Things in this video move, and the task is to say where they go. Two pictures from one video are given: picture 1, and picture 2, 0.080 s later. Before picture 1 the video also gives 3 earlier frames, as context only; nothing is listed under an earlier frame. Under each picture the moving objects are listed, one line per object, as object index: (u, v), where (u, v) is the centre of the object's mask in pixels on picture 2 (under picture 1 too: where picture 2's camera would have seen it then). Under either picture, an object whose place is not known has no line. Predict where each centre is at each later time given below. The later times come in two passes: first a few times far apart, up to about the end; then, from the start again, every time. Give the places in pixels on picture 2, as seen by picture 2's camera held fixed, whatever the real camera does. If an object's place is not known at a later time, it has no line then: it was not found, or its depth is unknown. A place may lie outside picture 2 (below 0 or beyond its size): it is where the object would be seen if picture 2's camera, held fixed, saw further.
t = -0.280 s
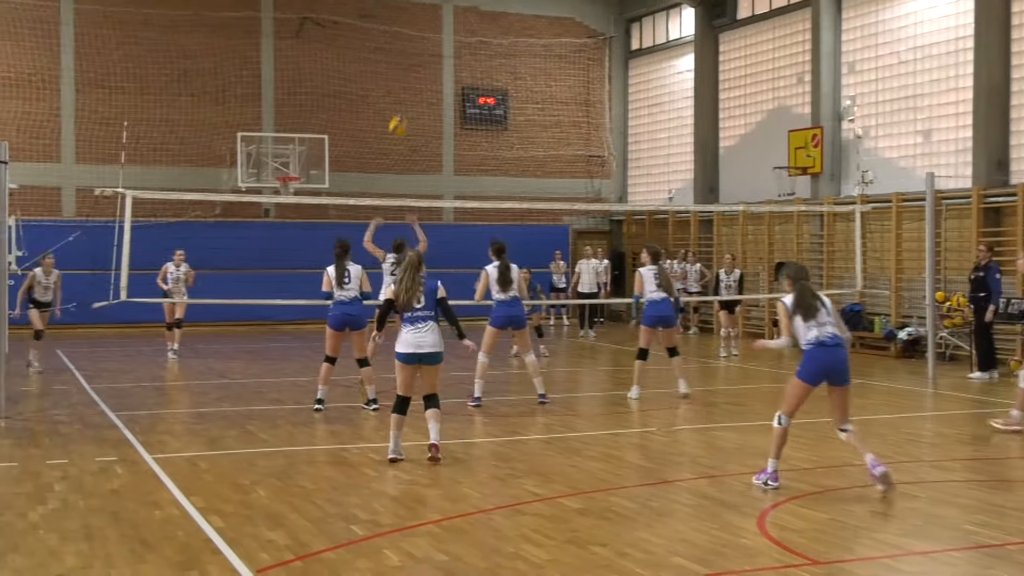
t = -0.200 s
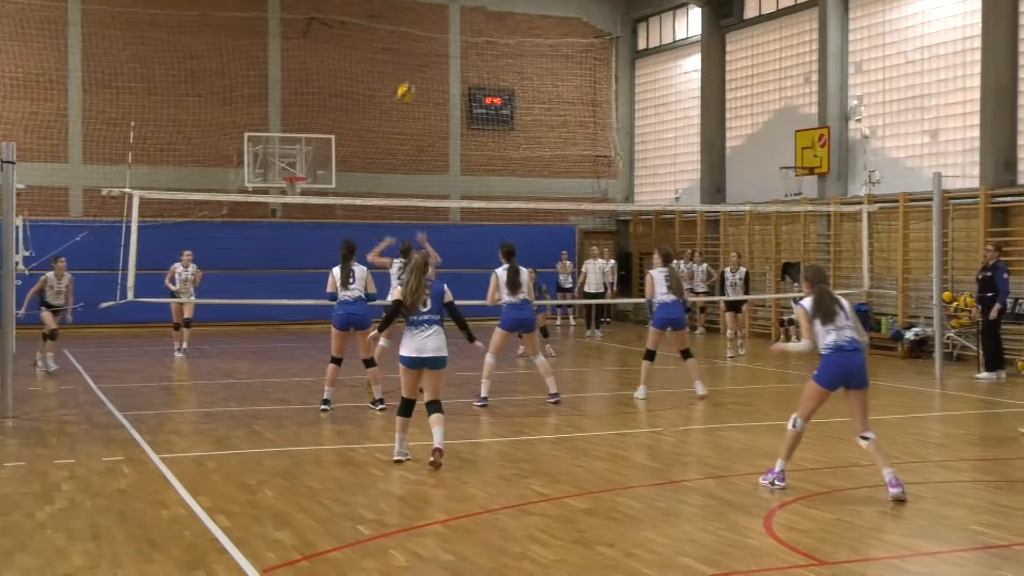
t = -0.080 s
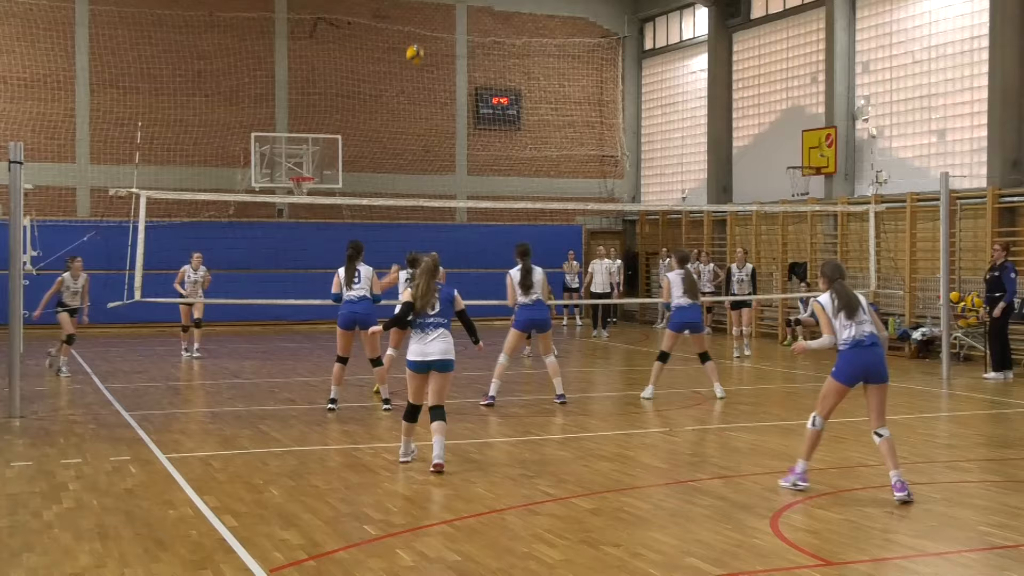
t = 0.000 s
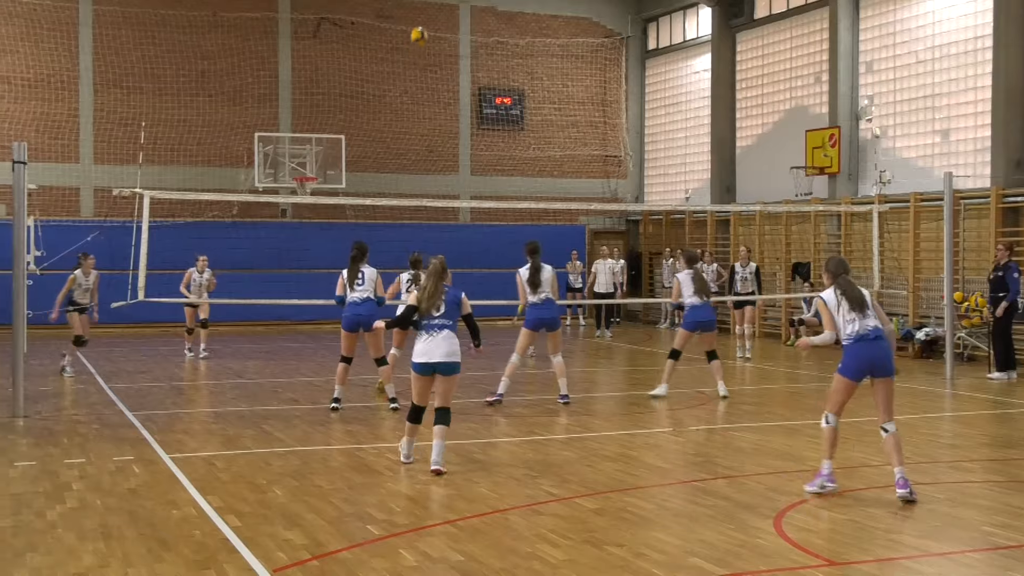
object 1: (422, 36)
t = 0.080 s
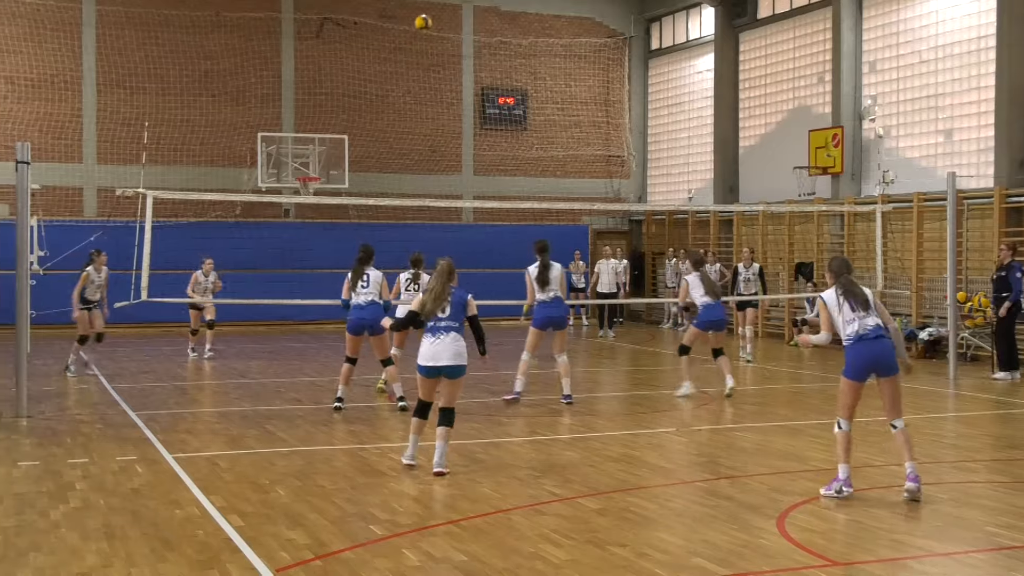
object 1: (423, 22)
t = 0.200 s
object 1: (425, 14)
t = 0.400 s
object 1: (427, 23)
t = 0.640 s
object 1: (429, 70)
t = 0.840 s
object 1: (432, 138)
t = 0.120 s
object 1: (424, 18)
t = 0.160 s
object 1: (424, 15)
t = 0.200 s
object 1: (425, 14)
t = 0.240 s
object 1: (425, 14)
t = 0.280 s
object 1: (426, 14)
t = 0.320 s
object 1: (426, 15)
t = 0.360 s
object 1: (427, 18)
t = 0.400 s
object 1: (427, 23)
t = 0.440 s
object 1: (428, 27)
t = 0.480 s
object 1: (428, 34)
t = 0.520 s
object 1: (428, 42)
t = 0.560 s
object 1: (429, 50)
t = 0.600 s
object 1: (429, 60)
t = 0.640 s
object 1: (429, 70)
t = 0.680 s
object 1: (429, 81)
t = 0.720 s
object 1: (429, 94)
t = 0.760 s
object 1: (430, 109)
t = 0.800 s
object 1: (431, 123)
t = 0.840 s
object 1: (432, 138)
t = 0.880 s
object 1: (432, 154)
